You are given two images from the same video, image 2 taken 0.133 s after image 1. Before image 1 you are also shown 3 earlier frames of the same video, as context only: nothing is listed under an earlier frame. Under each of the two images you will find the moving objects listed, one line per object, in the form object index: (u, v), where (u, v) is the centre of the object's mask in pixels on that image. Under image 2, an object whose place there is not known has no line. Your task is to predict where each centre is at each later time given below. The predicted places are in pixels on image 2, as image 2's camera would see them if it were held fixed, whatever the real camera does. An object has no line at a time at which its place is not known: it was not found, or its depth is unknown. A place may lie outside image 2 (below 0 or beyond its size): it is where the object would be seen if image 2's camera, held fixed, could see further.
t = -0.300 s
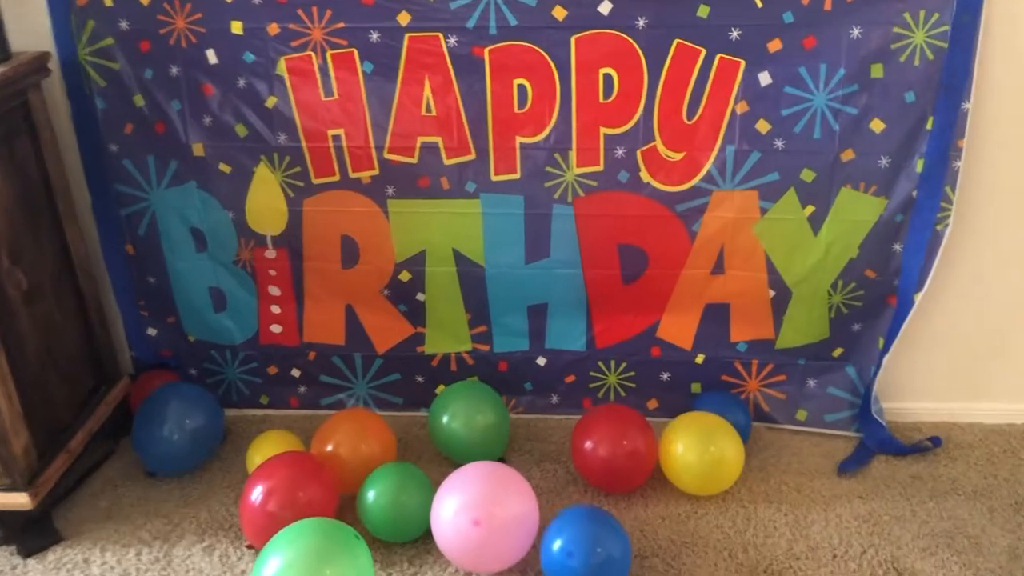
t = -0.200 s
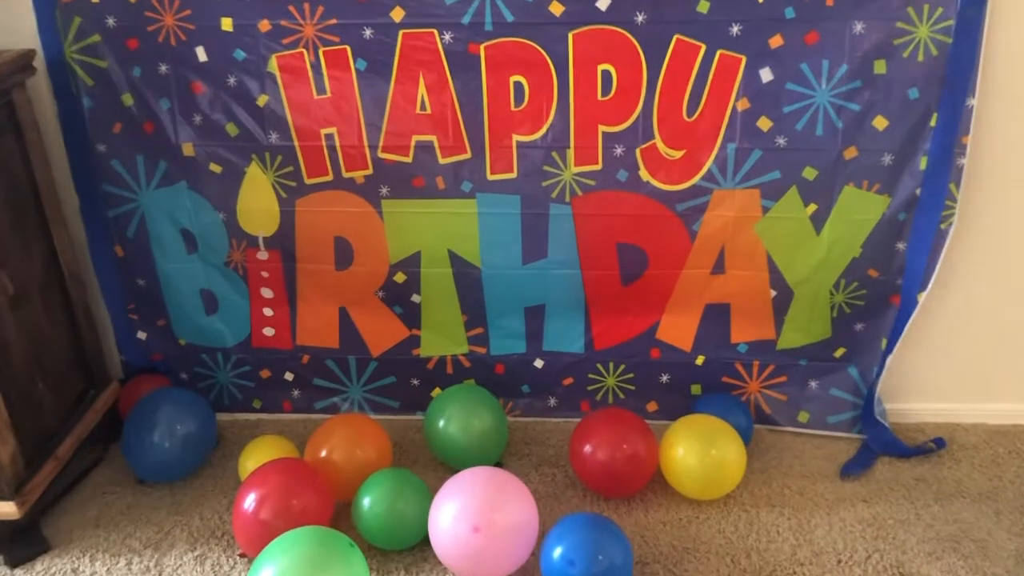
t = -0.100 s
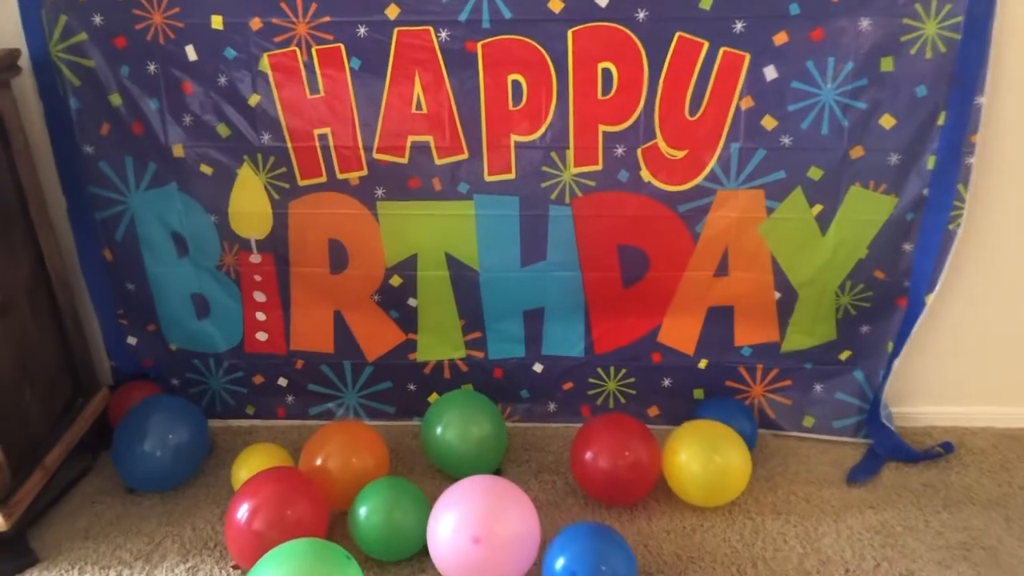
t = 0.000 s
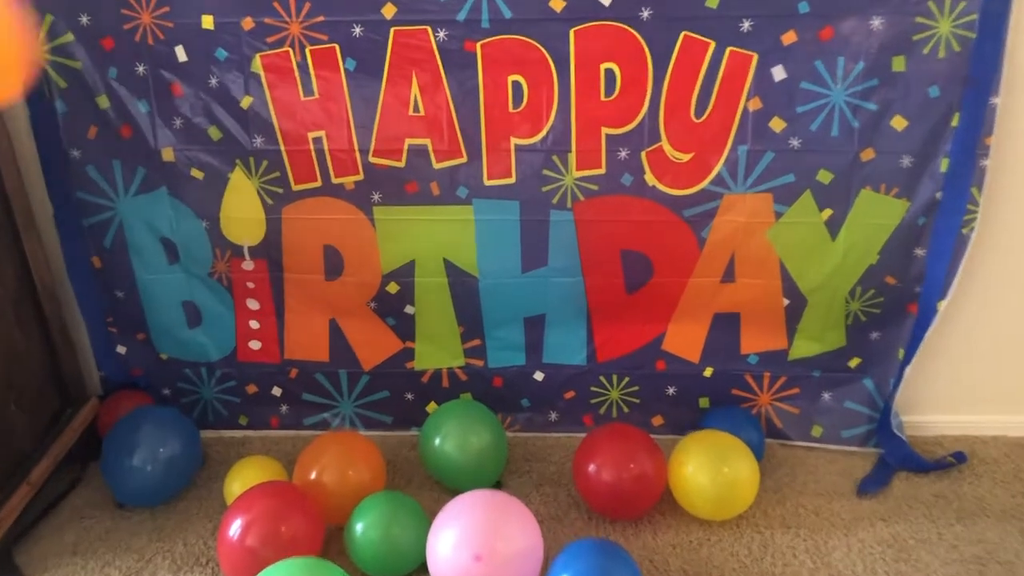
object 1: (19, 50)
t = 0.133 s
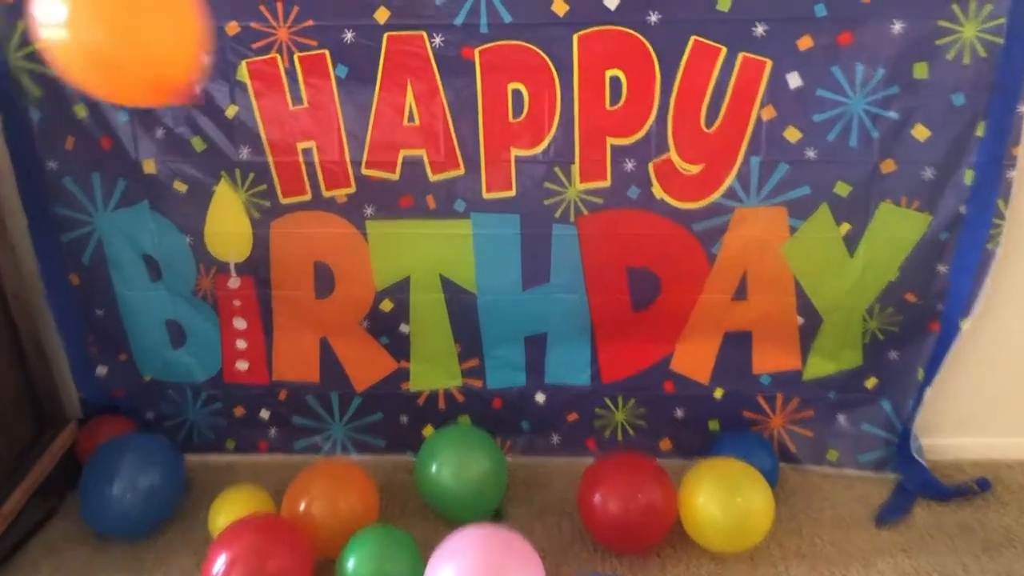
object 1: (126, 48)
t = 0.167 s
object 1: (168, 46)
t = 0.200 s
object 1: (211, 45)
